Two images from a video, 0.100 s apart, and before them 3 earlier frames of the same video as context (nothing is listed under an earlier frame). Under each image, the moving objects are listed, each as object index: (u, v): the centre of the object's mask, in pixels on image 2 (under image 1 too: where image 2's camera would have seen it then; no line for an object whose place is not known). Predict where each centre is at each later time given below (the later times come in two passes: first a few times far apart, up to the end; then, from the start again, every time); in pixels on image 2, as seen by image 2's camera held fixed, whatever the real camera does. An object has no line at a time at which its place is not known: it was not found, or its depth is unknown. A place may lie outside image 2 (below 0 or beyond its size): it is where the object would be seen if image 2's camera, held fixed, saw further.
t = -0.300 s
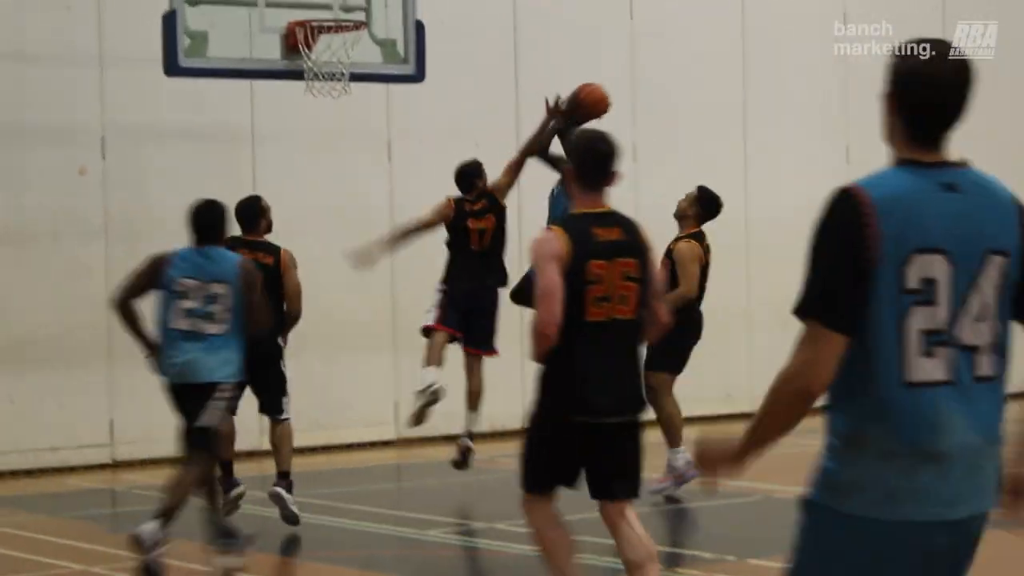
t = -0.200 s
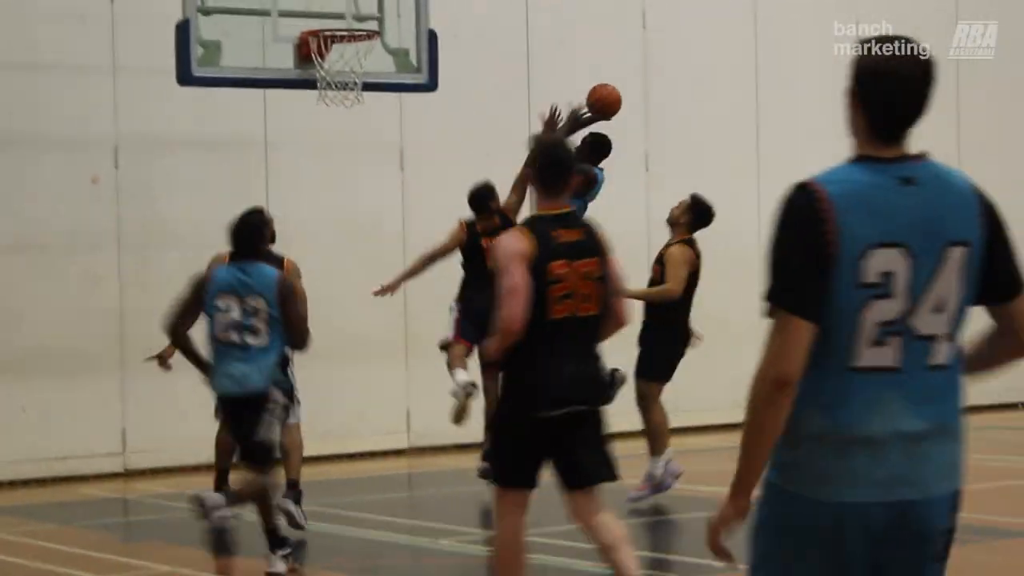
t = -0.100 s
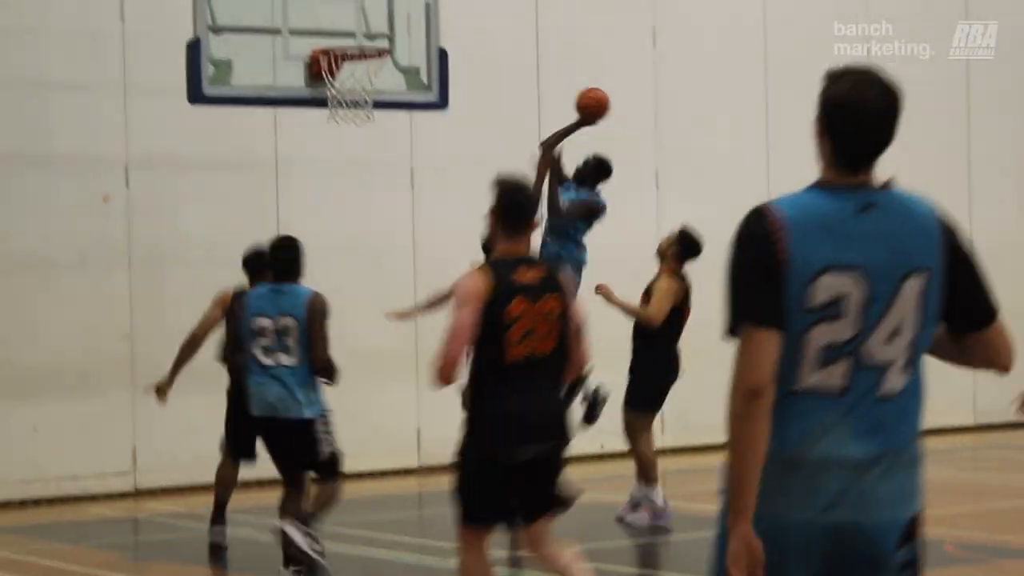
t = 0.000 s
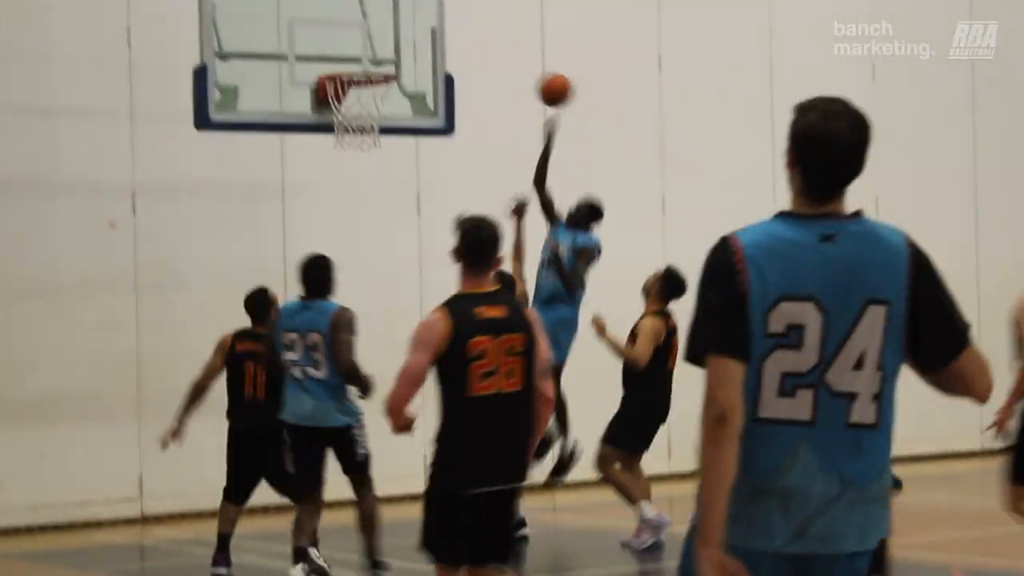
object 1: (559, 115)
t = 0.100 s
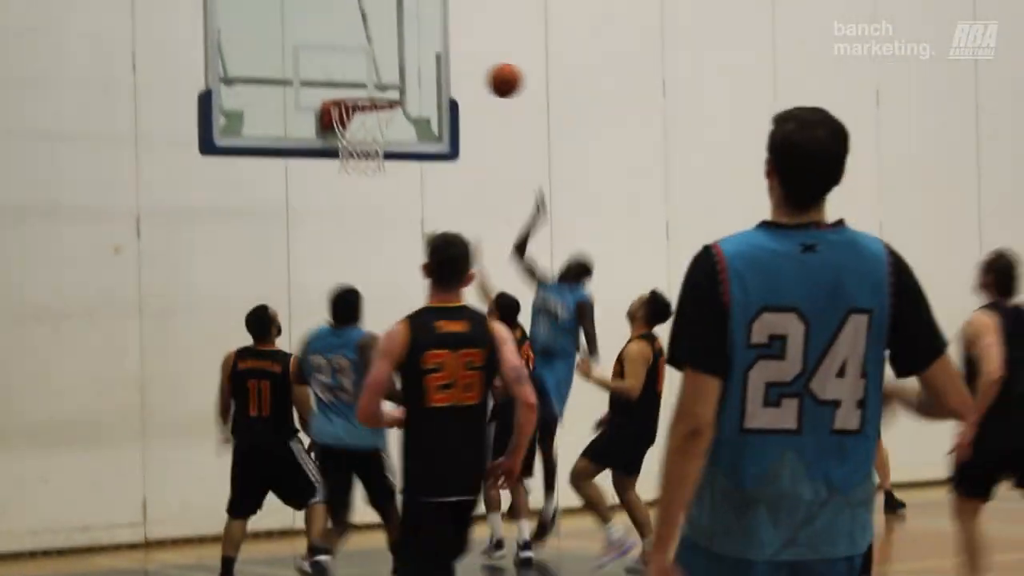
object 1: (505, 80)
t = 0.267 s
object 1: (413, 53)
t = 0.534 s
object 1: (312, 81)
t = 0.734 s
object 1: (270, 165)
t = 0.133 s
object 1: (487, 71)
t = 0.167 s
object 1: (469, 64)
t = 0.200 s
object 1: (450, 59)
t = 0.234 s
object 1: (433, 55)
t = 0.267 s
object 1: (413, 53)
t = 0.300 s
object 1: (395, 52)
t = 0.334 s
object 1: (376, 53)
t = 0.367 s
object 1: (358, 56)
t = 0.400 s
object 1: (341, 60)
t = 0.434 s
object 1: (333, 63)
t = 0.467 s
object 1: (326, 68)
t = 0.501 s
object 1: (319, 74)
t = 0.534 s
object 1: (312, 81)
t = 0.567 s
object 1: (304, 91)
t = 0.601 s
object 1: (297, 102)
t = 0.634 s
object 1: (290, 114)
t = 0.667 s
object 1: (283, 129)
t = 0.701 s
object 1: (276, 146)
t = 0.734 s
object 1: (270, 165)
